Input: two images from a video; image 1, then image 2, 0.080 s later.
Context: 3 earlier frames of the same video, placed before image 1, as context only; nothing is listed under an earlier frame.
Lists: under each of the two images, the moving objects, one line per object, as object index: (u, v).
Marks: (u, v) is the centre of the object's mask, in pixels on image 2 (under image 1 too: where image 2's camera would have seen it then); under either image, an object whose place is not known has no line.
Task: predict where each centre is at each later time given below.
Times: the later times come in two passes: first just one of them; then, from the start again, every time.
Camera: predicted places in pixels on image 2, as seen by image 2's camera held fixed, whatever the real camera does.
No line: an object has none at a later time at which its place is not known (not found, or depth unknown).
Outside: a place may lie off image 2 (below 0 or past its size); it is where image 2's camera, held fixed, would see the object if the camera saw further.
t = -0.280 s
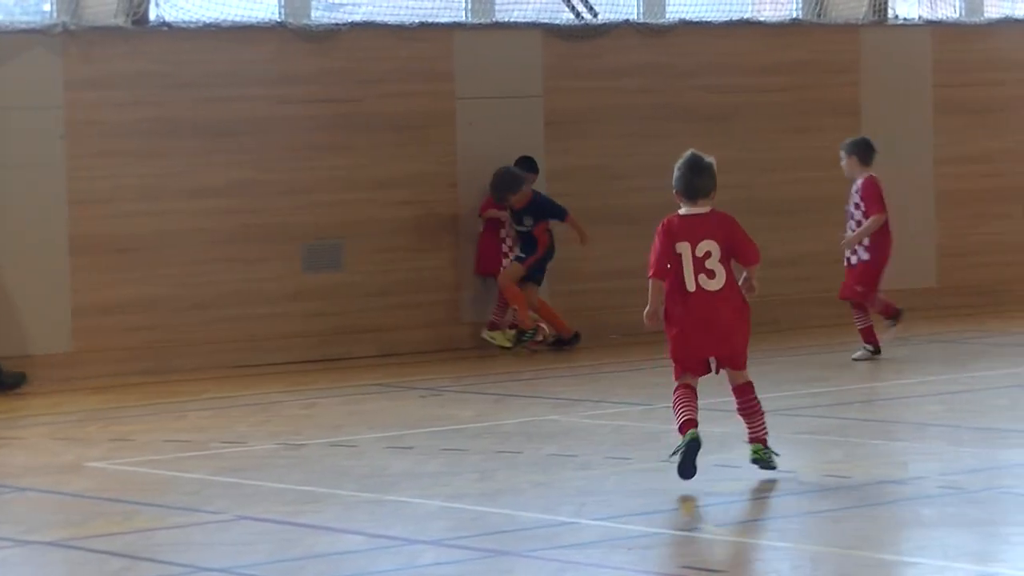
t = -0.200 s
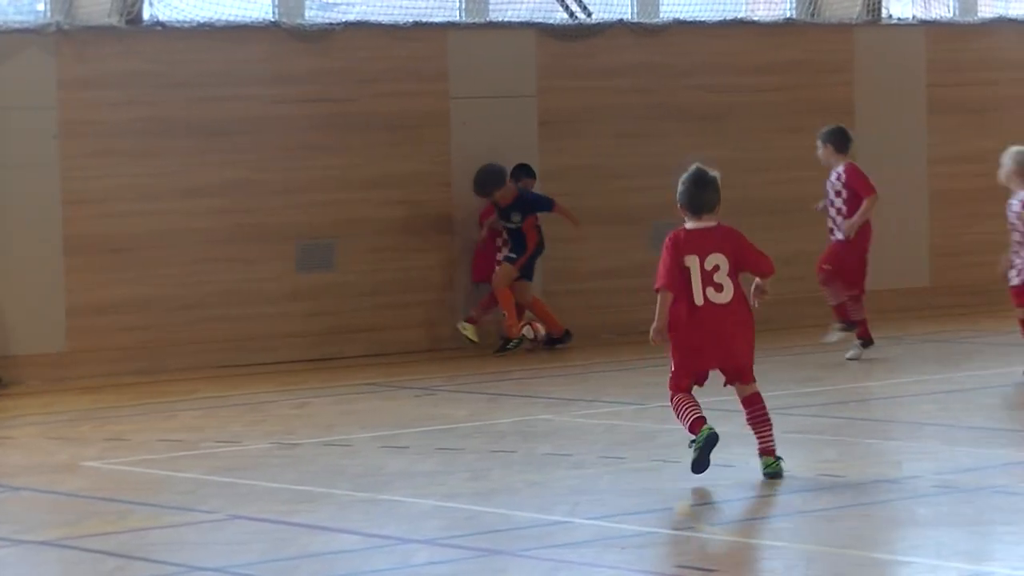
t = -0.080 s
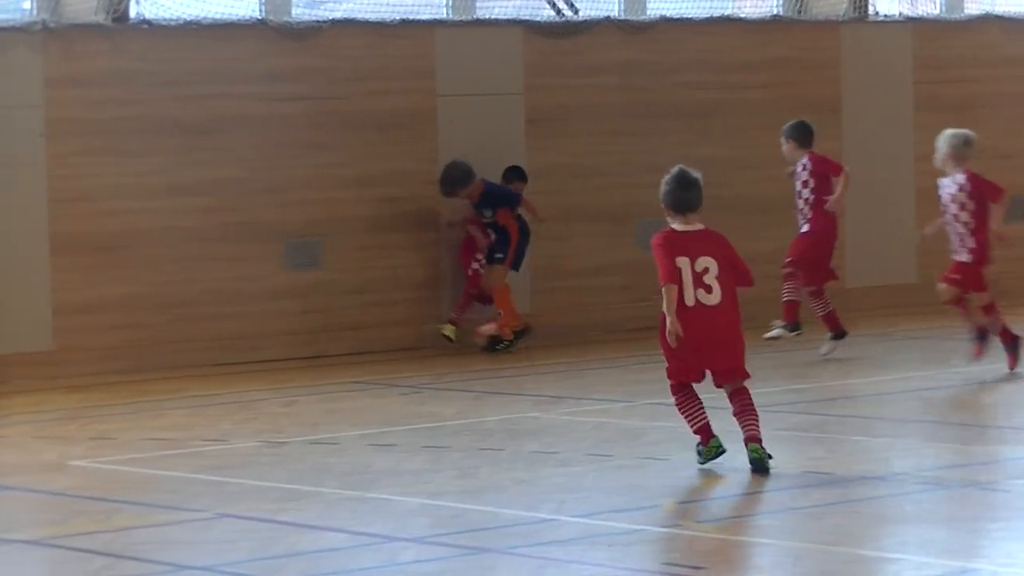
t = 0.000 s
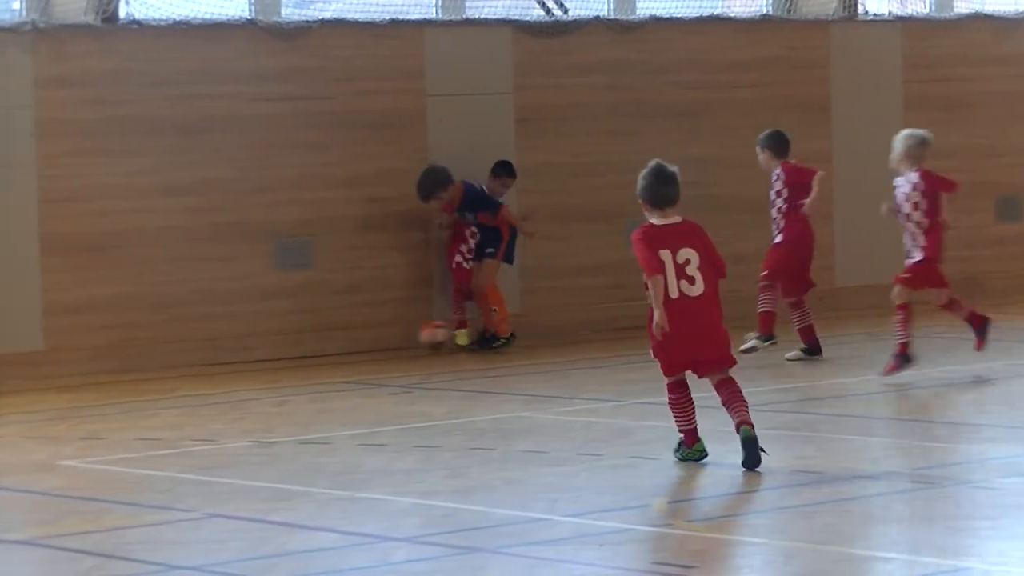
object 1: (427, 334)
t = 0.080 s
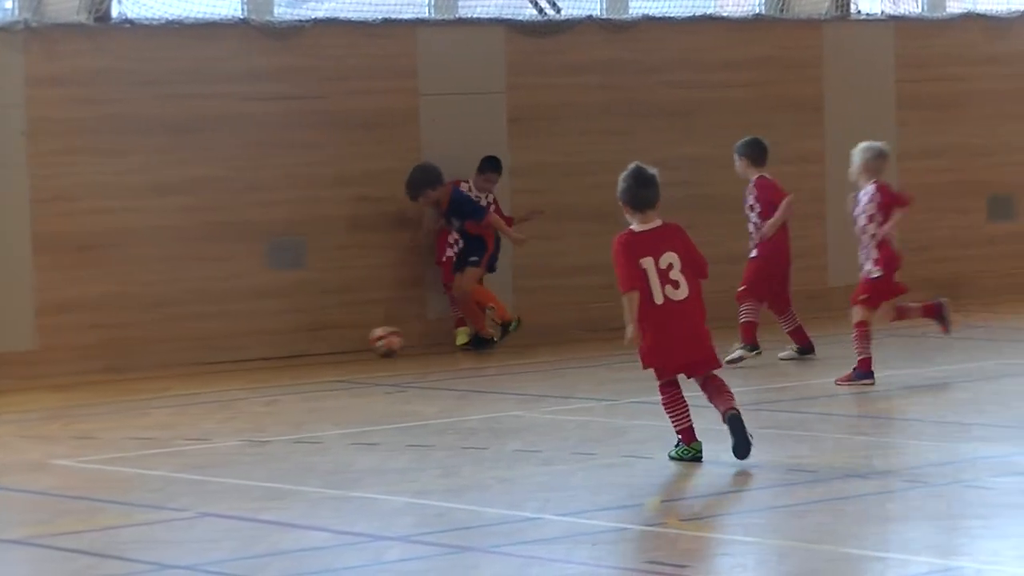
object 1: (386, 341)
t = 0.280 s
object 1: (297, 346)
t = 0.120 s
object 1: (366, 341)
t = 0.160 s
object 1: (347, 342)
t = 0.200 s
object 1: (328, 344)
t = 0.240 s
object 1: (313, 346)
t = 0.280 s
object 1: (297, 346)
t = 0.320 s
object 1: (279, 348)
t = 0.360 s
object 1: (264, 348)
